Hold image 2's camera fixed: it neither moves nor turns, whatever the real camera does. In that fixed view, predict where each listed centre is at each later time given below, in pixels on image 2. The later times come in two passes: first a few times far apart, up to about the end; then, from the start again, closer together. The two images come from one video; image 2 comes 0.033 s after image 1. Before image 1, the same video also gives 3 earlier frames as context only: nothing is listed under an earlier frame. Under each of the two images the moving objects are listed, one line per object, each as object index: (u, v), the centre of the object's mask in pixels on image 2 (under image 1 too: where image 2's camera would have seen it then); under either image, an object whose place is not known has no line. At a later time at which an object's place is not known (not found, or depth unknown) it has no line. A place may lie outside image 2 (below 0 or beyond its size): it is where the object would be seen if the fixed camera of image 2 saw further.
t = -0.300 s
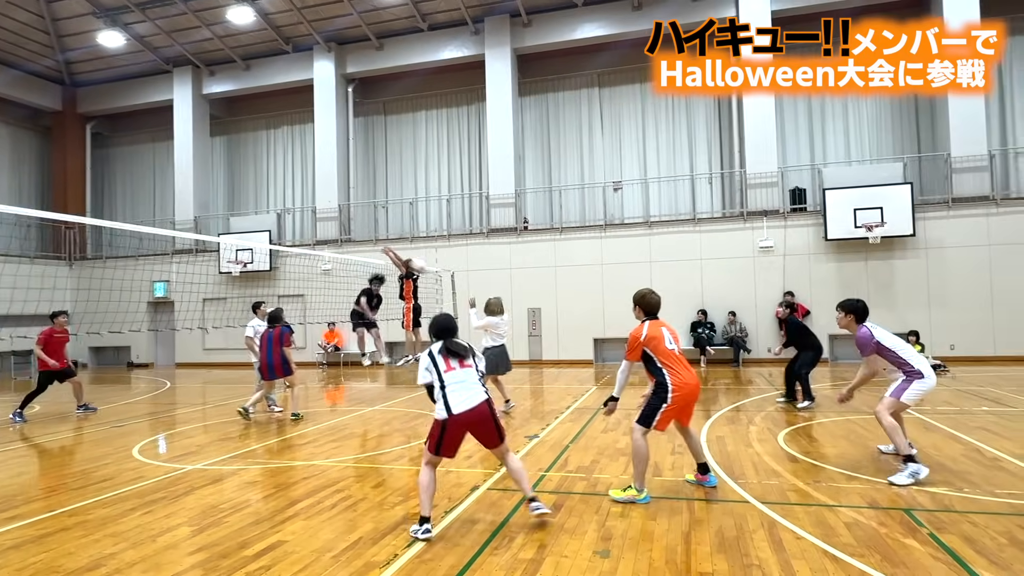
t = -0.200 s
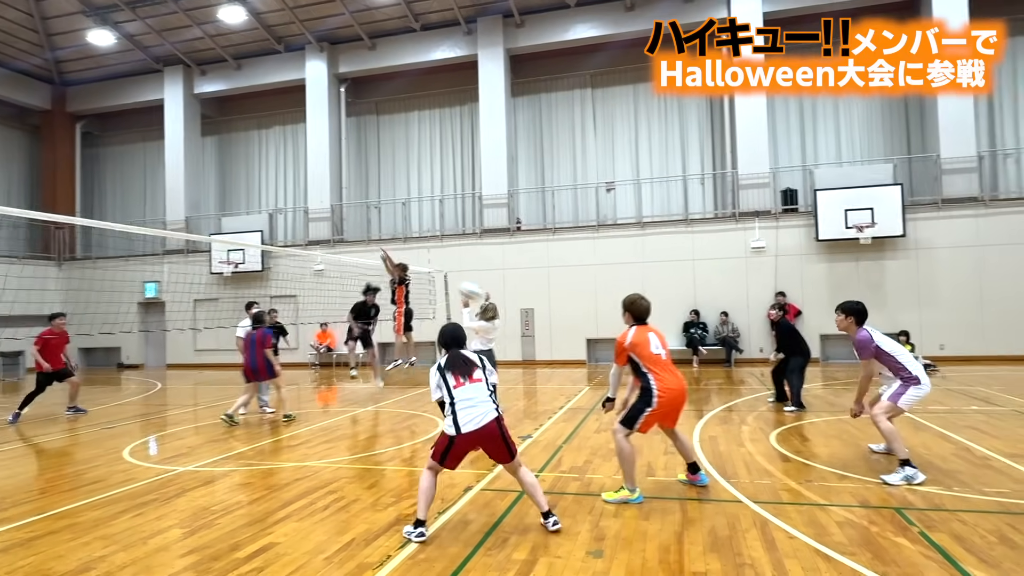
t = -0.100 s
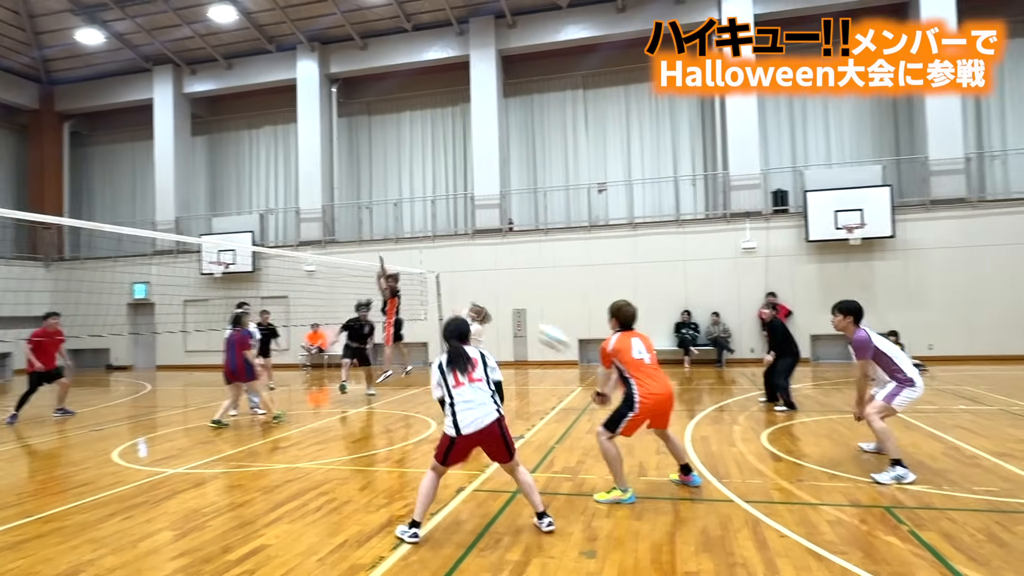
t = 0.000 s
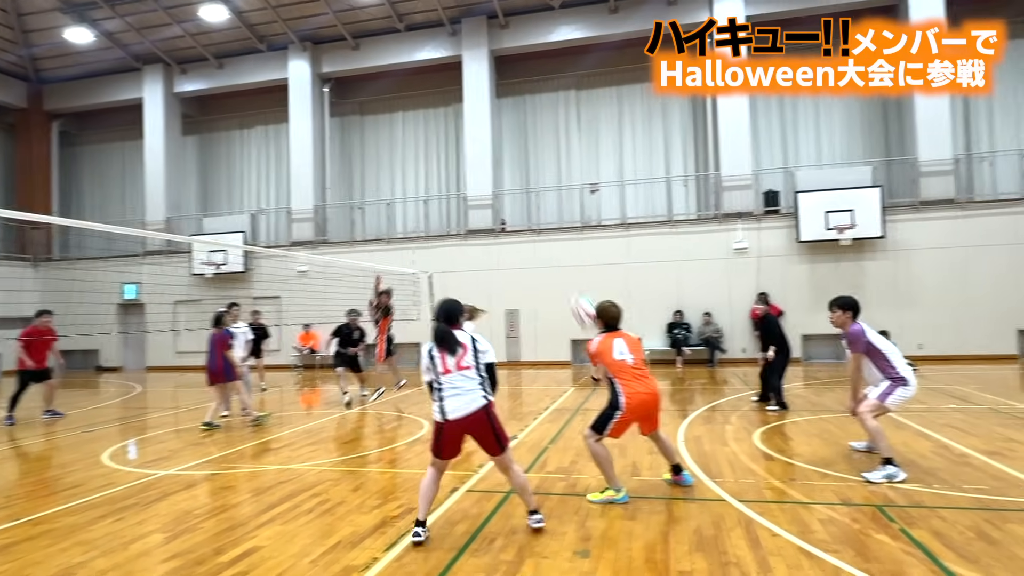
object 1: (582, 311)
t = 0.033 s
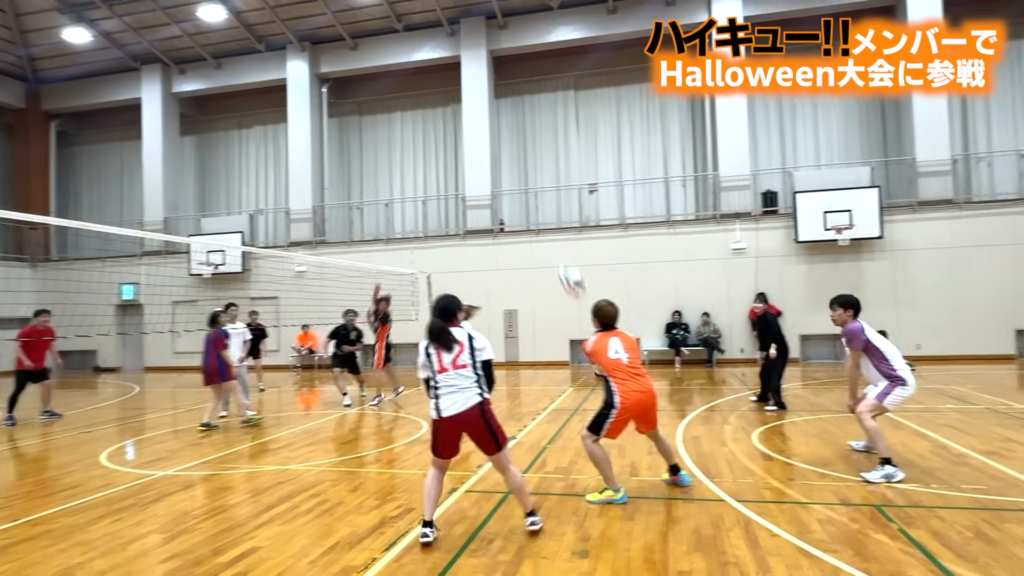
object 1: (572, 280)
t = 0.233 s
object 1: (521, 138)
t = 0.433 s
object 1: (486, 62)
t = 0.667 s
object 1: (456, 26)
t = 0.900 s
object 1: (433, 30)
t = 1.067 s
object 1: (420, 53)
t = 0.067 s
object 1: (561, 250)
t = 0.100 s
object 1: (552, 224)
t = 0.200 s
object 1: (527, 156)
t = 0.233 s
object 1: (521, 138)
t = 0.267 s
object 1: (514, 122)
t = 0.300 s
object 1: (508, 105)
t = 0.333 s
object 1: (502, 94)
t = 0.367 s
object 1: (497, 83)
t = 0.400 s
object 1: (492, 71)
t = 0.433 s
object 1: (486, 62)
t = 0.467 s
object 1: (481, 53)
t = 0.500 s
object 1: (477, 46)
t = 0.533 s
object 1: (472, 40)
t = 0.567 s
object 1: (468, 35)
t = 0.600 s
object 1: (464, 32)
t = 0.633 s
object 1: (460, 29)
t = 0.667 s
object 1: (456, 26)
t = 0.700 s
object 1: (453, 25)
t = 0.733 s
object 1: (449, 24)
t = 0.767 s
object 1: (446, 24)
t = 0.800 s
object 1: (443, 24)
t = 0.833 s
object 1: (440, 25)
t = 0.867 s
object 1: (437, 27)
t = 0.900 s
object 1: (433, 30)
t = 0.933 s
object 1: (431, 33)
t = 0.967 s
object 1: (428, 37)
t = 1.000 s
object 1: (425, 42)
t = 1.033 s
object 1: (423, 47)
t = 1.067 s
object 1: (420, 53)
